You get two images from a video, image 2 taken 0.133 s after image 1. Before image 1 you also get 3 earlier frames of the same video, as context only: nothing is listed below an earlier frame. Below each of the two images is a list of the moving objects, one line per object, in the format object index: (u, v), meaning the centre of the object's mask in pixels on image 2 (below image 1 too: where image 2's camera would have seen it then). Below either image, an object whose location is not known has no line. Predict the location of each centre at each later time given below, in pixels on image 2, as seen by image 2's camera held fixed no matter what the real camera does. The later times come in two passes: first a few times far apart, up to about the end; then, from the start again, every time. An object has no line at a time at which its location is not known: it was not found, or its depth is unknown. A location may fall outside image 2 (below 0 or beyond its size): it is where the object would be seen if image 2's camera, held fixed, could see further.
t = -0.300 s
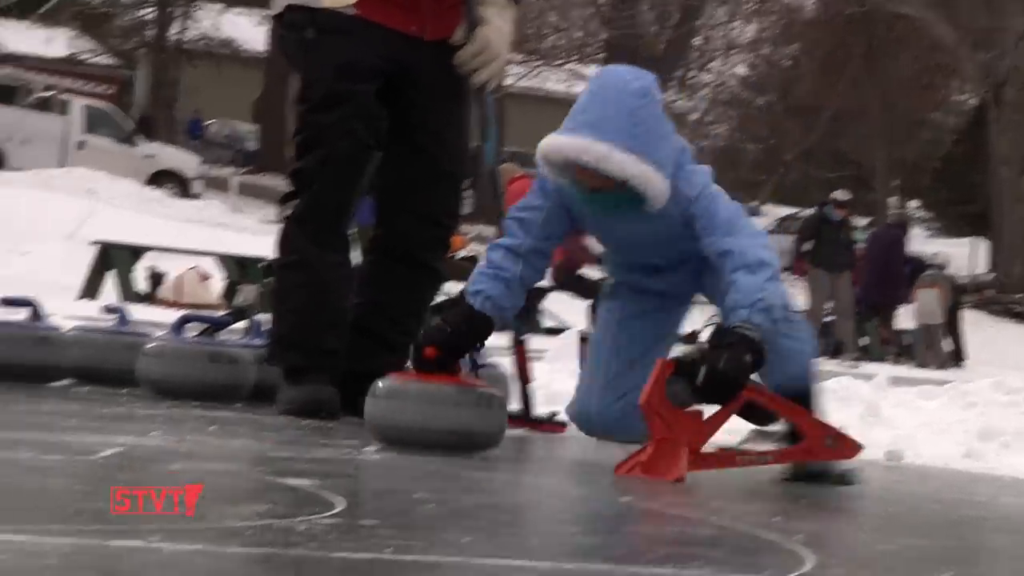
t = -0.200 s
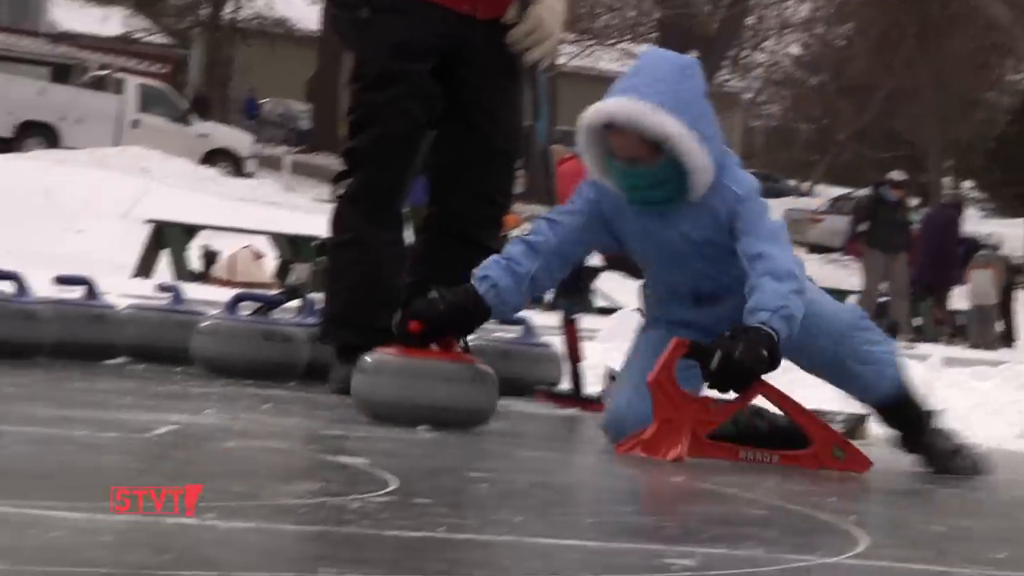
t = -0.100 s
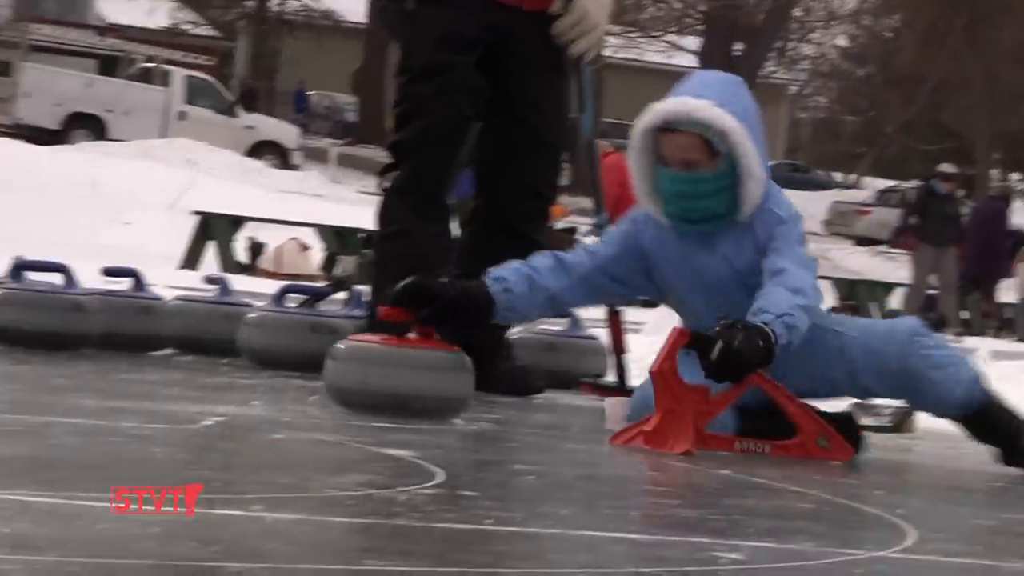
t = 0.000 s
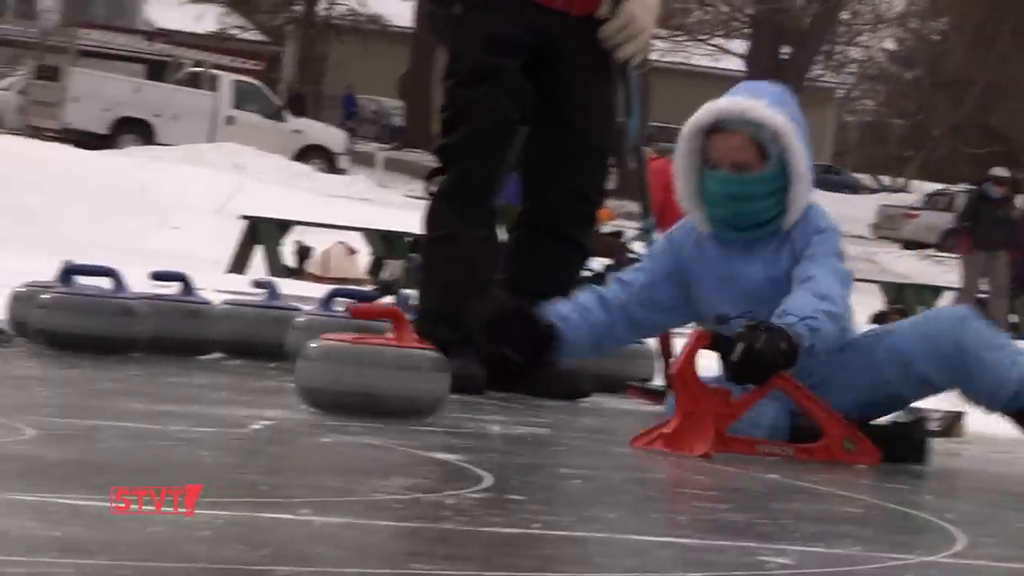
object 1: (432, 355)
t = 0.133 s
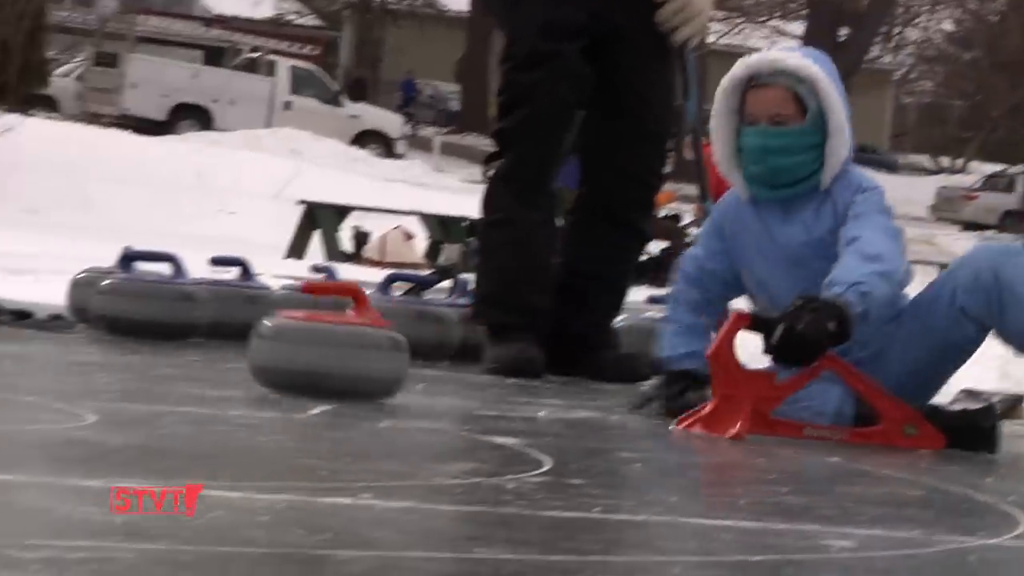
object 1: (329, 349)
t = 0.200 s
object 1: (276, 345)
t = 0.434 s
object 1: (78, 336)
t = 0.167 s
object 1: (303, 347)
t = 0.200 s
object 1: (276, 345)
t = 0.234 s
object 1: (249, 345)
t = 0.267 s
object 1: (222, 343)
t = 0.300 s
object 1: (194, 342)
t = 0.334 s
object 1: (166, 340)
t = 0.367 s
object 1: (137, 339)
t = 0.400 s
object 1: (107, 338)
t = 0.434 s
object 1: (78, 336)
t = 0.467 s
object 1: (48, 334)
